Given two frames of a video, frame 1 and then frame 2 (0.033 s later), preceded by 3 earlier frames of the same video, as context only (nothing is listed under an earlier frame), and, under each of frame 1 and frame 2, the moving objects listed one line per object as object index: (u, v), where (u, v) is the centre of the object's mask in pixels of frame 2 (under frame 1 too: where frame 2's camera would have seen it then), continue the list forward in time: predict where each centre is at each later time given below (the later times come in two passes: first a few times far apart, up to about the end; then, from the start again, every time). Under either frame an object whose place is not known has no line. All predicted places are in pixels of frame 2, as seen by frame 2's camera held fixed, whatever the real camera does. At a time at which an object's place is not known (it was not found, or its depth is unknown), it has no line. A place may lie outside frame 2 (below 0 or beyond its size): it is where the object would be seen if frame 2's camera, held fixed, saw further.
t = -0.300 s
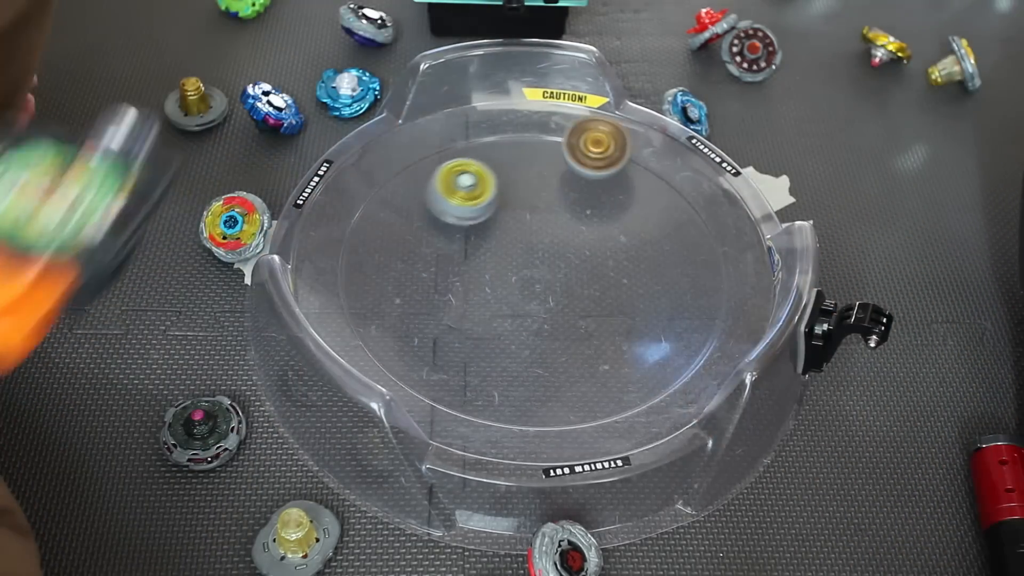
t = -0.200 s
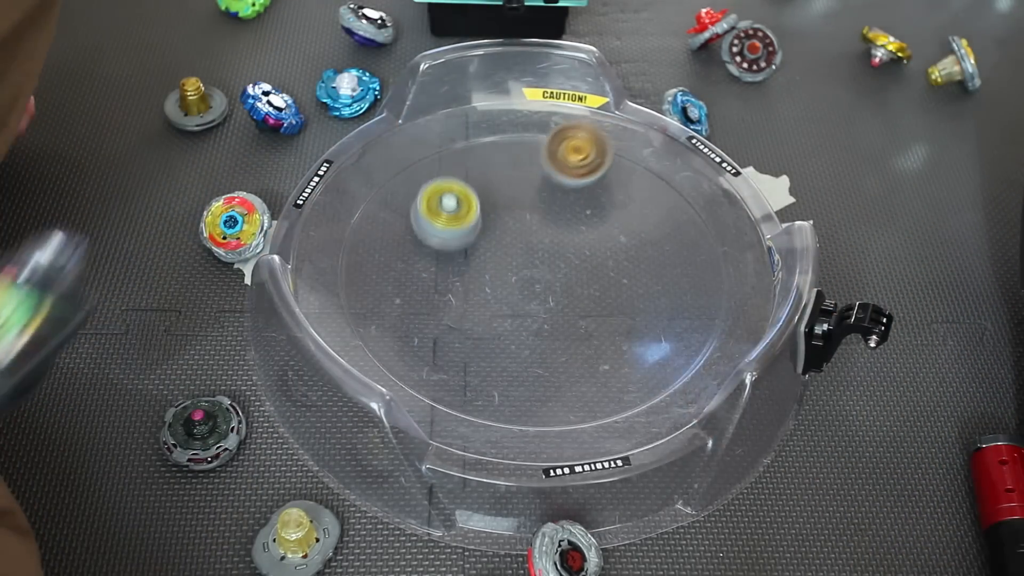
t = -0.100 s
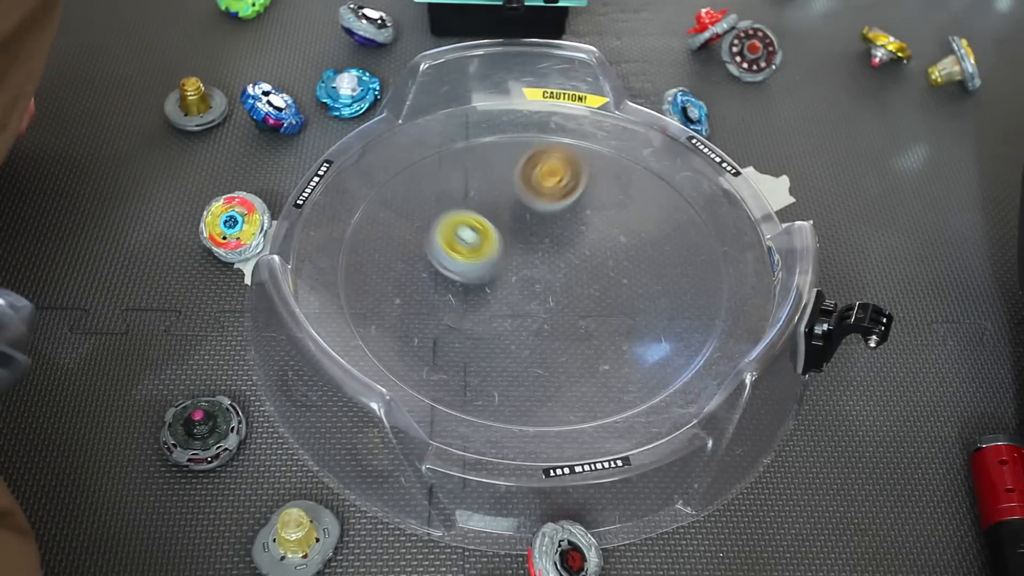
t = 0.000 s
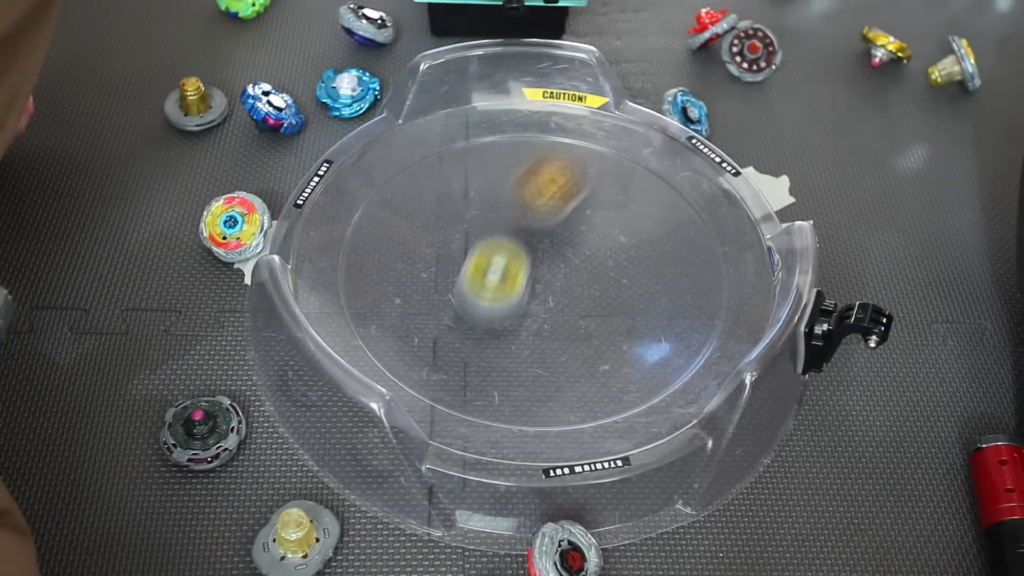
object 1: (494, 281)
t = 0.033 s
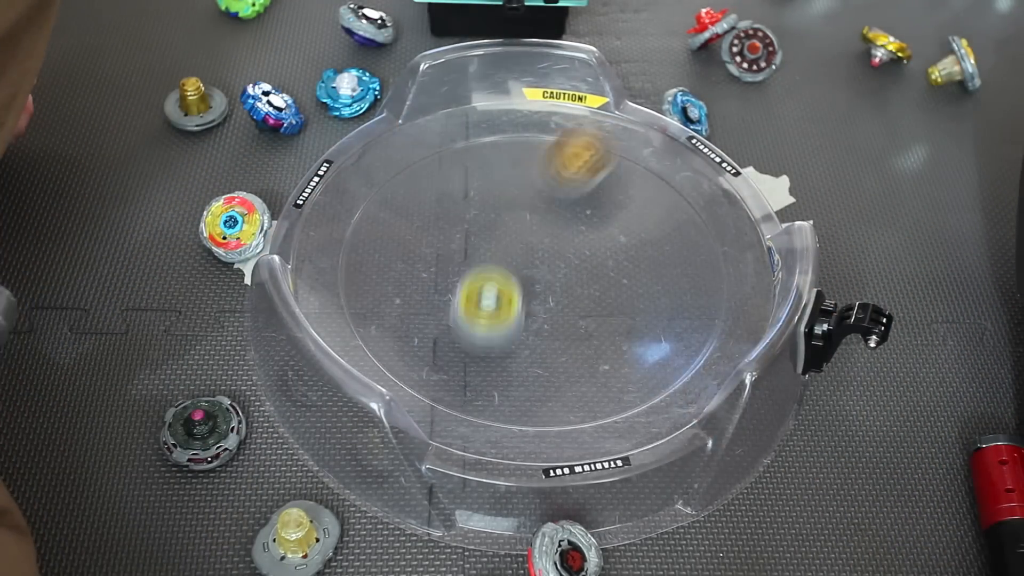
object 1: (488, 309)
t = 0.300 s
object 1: (639, 372)
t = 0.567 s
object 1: (656, 171)
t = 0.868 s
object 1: (362, 300)
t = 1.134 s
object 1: (561, 390)
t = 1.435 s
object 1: (629, 235)
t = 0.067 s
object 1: (489, 332)
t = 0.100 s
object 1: (497, 349)
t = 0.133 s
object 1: (512, 364)
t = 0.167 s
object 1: (531, 374)
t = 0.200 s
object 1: (555, 382)
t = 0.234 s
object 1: (583, 383)
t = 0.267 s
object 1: (610, 381)
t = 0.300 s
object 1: (639, 372)
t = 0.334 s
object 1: (664, 358)
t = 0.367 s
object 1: (685, 340)
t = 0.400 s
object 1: (703, 316)
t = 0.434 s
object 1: (714, 289)
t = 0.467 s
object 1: (715, 260)
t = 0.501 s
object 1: (704, 229)
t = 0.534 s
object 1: (686, 199)
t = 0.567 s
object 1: (656, 171)
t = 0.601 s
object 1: (618, 149)
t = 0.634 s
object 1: (570, 135)
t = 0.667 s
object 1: (513, 132)
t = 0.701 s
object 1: (461, 141)
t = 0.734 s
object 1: (413, 162)
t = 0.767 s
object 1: (380, 192)
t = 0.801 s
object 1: (360, 228)
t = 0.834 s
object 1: (354, 266)
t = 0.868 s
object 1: (362, 300)
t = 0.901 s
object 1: (380, 331)
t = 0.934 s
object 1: (405, 354)
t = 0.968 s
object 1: (429, 372)
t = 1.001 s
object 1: (454, 384)
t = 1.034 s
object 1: (481, 392)
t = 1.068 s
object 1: (508, 395)
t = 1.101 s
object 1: (535, 394)
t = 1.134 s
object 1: (561, 390)
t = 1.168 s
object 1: (586, 381)
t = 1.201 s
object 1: (607, 369)
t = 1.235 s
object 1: (626, 354)
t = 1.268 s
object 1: (640, 336)
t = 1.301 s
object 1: (649, 316)
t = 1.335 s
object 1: (652, 296)
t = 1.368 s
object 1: (650, 275)
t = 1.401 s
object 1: (642, 255)
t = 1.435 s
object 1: (629, 235)
